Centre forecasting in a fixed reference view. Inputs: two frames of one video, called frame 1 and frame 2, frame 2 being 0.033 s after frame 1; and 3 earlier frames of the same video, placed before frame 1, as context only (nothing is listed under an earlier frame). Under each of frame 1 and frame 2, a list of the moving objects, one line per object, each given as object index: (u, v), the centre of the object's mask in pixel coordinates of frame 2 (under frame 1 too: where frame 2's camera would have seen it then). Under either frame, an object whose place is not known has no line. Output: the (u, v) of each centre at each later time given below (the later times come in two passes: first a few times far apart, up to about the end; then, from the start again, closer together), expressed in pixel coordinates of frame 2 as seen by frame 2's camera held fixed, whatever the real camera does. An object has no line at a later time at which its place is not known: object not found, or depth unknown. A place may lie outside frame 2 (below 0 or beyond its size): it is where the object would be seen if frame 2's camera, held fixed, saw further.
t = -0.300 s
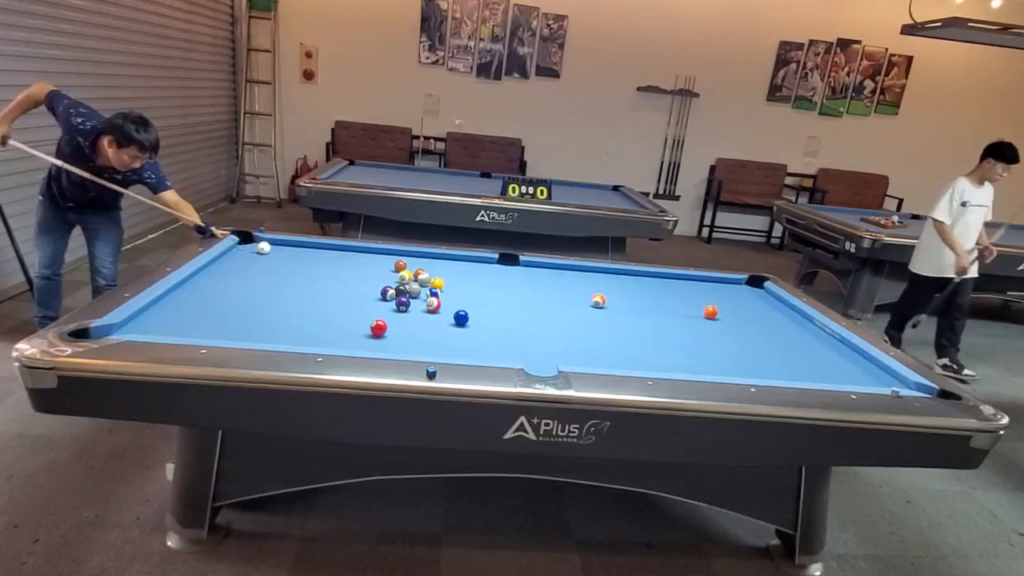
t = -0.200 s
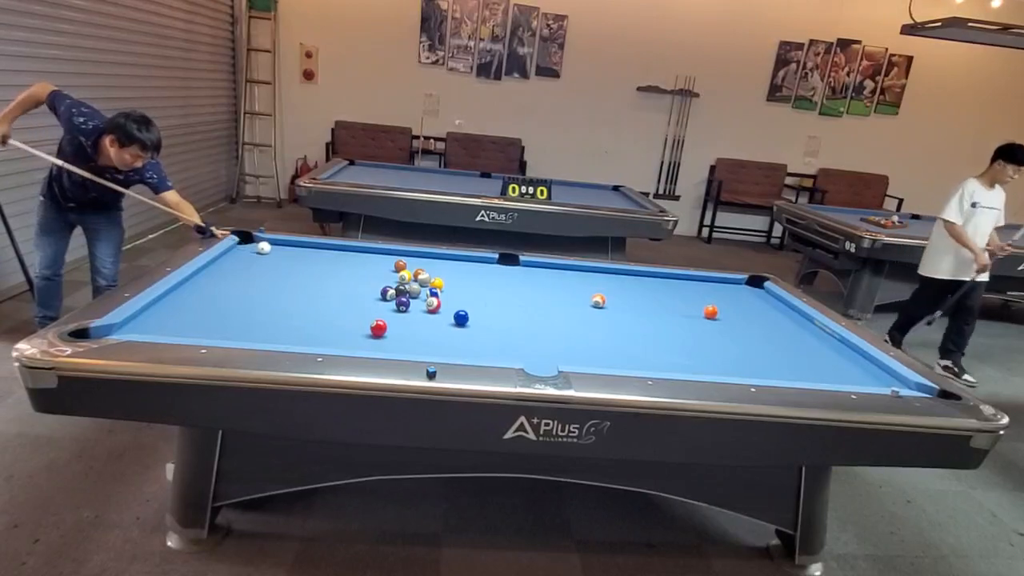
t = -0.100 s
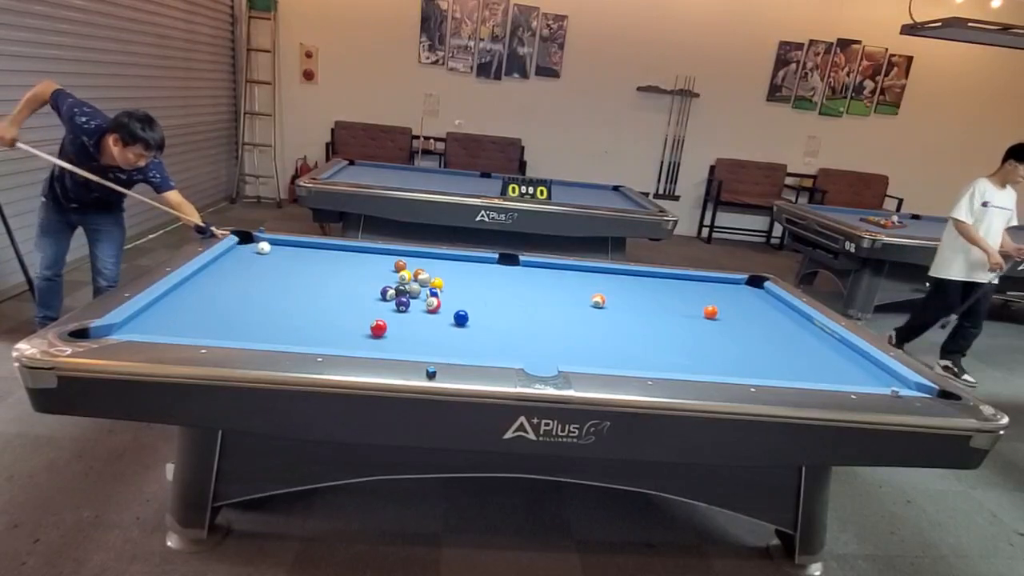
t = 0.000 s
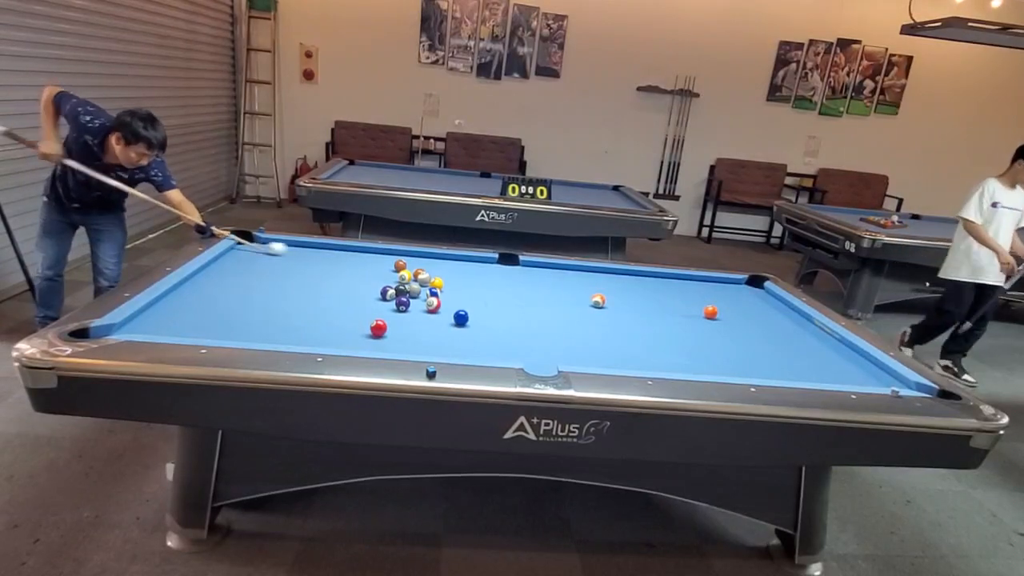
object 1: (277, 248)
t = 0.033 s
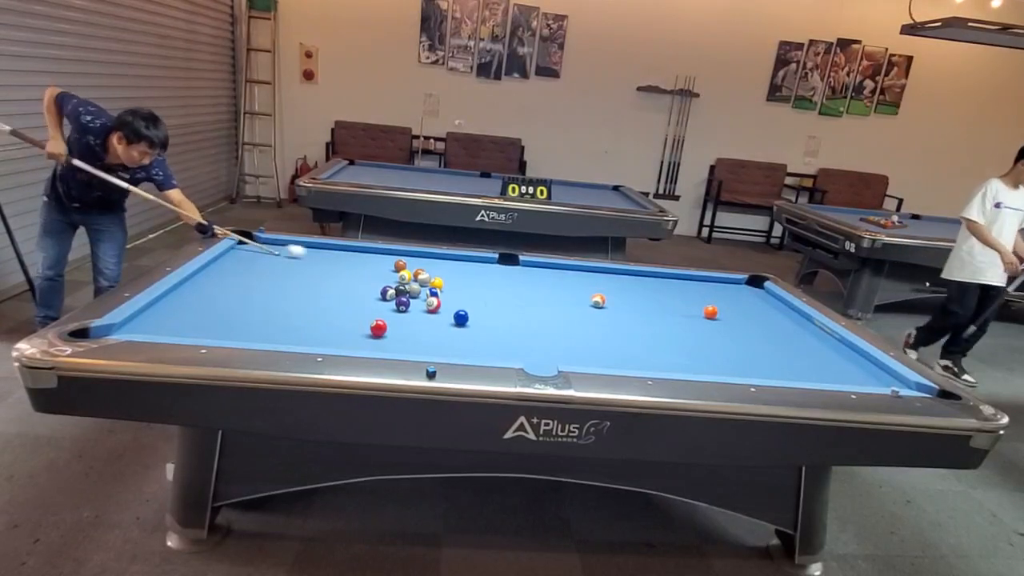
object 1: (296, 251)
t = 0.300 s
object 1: (390, 271)
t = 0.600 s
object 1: (379, 281)
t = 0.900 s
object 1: (361, 292)
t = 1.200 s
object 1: (342, 303)
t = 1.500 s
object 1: (322, 314)
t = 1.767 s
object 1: (304, 325)
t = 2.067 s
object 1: (282, 336)
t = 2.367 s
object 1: (271, 336)
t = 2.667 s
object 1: (269, 333)
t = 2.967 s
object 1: (269, 326)
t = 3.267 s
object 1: (270, 322)
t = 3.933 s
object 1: (270, 315)
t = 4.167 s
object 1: (269, 314)
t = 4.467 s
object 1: (269, 312)
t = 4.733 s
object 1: (268, 312)
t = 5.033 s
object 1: (268, 312)
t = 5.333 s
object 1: (268, 312)
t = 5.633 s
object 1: (268, 312)
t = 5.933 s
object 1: (268, 312)
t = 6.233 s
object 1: (268, 312)
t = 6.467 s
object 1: (268, 312)
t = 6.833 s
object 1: (269, 312)
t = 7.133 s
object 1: (269, 312)
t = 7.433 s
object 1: (269, 312)
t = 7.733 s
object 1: (268, 312)
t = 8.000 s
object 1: (268, 312)
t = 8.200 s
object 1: (270, 310)
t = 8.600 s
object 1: (268, 312)
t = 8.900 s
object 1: (269, 312)
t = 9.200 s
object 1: (269, 312)
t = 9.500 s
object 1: (268, 312)
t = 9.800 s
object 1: (268, 312)
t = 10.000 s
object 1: (268, 312)
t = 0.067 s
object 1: (314, 254)
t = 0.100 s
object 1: (332, 257)
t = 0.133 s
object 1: (349, 260)
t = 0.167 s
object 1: (366, 262)
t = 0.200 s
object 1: (382, 265)
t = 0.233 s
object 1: (388, 267)
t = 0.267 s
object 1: (389, 269)
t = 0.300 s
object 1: (390, 271)
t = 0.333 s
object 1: (390, 272)
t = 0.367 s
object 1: (390, 274)
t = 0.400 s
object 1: (389, 275)
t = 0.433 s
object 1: (388, 276)
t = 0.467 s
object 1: (386, 277)
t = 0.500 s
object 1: (384, 278)
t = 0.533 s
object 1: (382, 279)
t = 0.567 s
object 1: (380, 280)
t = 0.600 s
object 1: (379, 281)
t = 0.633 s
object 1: (376, 283)
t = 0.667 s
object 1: (375, 284)
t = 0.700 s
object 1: (373, 285)
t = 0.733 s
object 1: (371, 286)
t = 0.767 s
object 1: (369, 287)
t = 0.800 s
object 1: (367, 288)
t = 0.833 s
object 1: (365, 289)
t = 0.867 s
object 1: (363, 291)
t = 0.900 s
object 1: (361, 292)
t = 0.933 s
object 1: (359, 293)
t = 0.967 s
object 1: (357, 294)
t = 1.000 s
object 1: (355, 295)
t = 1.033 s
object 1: (353, 297)
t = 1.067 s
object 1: (350, 298)
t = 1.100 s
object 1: (349, 299)
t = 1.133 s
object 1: (347, 300)
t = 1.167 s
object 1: (344, 301)
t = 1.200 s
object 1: (342, 303)
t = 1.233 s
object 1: (340, 304)
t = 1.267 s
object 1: (338, 305)
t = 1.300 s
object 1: (335, 306)
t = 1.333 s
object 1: (333, 308)
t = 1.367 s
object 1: (331, 309)
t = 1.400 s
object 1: (329, 310)
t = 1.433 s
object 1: (327, 311)
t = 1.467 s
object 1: (324, 313)
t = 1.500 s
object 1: (322, 314)
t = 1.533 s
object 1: (320, 315)
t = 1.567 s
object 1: (318, 316)
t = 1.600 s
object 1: (316, 318)
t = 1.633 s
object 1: (313, 319)
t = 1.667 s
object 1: (311, 320)
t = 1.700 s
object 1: (309, 322)
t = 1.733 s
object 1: (307, 323)
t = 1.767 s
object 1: (304, 325)
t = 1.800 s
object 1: (302, 326)
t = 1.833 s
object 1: (299, 328)
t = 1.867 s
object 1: (297, 329)
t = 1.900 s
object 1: (294, 331)
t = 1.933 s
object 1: (292, 332)
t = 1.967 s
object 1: (289, 333)
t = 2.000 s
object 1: (287, 335)
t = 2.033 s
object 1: (285, 336)
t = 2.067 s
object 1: (282, 336)
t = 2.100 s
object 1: (280, 337)
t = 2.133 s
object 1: (277, 338)
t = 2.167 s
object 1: (275, 339)
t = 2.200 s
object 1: (273, 339)
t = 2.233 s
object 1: (272, 339)
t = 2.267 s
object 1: (272, 338)
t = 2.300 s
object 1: (271, 338)
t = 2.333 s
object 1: (271, 337)
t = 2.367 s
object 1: (271, 336)
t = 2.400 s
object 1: (271, 336)
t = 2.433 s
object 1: (270, 336)
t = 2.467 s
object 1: (270, 335)
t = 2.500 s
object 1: (270, 335)
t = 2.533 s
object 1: (270, 334)
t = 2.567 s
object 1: (269, 334)
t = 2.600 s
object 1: (269, 334)
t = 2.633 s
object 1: (269, 333)
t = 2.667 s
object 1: (269, 333)
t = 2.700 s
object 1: (269, 332)
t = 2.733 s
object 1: (270, 331)
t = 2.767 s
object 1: (269, 330)
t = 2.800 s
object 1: (269, 329)
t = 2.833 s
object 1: (269, 328)
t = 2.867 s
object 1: (269, 328)
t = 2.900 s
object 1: (268, 327)
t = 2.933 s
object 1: (269, 327)
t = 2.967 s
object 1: (269, 326)
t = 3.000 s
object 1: (269, 326)
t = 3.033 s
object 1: (269, 325)
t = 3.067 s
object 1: (269, 325)
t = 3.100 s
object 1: (269, 324)
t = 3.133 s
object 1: (269, 324)
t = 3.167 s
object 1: (269, 323)
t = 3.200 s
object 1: (269, 323)
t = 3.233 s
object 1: (270, 322)
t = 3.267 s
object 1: (270, 322)
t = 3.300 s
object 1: (269, 322)
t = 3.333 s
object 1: (269, 321)
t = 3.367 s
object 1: (269, 320)
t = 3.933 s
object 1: (270, 315)
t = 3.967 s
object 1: (269, 315)
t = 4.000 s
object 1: (269, 315)
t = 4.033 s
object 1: (269, 315)
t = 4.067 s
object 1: (269, 315)
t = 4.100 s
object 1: (269, 314)
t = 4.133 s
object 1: (269, 314)
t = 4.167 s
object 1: (269, 314)
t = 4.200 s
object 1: (269, 314)
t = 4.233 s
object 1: (269, 314)
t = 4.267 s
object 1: (269, 313)
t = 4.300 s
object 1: (269, 313)
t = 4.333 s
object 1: (269, 313)
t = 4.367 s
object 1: (269, 313)
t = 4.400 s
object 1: (269, 313)
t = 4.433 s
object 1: (269, 312)
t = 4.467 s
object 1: (269, 312)
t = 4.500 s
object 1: (269, 312)
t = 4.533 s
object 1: (269, 312)
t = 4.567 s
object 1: (268, 312)
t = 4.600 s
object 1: (268, 312)
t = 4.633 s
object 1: (268, 312)
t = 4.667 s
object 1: (269, 312)
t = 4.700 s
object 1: (269, 312)
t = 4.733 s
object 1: (268, 312)
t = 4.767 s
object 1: (268, 312)
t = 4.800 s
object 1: (268, 312)
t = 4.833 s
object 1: (268, 312)
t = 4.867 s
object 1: (268, 312)
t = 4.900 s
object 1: (268, 312)
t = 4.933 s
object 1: (268, 312)
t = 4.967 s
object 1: (268, 312)
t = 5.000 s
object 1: (268, 312)
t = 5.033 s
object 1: (268, 312)
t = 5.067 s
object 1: (268, 312)
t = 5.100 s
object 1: (268, 312)
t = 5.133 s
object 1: (268, 312)
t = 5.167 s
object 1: (268, 312)
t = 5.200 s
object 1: (268, 312)
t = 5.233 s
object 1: (268, 312)
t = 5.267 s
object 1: (268, 312)
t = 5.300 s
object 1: (268, 312)
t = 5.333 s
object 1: (268, 312)
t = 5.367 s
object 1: (268, 312)
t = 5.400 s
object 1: (268, 312)
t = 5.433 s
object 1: (268, 312)
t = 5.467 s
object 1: (268, 312)
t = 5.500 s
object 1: (268, 312)
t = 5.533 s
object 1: (268, 312)
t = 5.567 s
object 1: (268, 312)
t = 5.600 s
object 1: (268, 312)
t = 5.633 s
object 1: (268, 312)
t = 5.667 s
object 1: (268, 312)
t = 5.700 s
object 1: (268, 312)
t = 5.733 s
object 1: (268, 312)
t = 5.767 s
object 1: (268, 312)
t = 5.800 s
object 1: (268, 312)
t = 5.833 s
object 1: (268, 312)
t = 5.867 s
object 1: (268, 312)
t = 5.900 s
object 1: (268, 312)
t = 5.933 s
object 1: (268, 312)
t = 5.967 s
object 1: (268, 312)
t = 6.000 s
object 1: (268, 312)
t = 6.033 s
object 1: (268, 312)
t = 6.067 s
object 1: (268, 312)
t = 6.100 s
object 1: (268, 312)
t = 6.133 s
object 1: (269, 312)
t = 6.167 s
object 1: (268, 312)
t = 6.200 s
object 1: (268, 312)
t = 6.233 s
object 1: (268, 312)
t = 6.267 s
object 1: (268, 312)
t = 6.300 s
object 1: (268, 312)
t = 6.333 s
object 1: (268, 312)
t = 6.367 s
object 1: (268, 312)
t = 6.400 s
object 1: (268, 312)
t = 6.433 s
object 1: (268, 312)
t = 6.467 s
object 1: (268, 312)
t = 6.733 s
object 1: (269, 312)
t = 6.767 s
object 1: (268, 312)
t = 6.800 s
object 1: (268, 312)
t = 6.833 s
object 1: (269, 312)
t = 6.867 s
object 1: (269, 312)
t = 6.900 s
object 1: (269, 312)
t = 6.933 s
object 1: (269, 312)
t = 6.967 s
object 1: (269, 312)
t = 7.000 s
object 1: (269, 312)
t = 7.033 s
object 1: (269, 312)
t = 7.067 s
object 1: (269, 312)
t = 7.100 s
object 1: (268, 312)
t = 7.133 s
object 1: (269, 312)
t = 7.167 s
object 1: (269, 312)
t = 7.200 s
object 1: (269, 312)
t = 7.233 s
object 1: (268, 312)
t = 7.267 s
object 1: (268, 312)
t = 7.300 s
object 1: (268, 312)
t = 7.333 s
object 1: (269, 312)
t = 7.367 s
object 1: (269, 312)
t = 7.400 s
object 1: (269, 312)
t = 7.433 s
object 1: (269, 312)
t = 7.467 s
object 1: (268, 312)
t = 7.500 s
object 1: (268, 312)
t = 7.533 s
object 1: (268, 312)
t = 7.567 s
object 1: (268, 312)
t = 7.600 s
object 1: (268, 312)
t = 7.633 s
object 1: (268, 312)
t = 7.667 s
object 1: (268, 312)
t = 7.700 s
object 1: (268, 312)
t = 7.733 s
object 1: (268, 312)
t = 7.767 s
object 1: (268, 312)
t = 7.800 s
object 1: (268, 312)
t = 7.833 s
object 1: (268, 312)
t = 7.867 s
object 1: (268, 312)
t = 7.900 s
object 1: (268, 312)
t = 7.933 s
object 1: (268, 312)
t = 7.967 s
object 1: (268, 312)
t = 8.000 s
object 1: (268, 312)
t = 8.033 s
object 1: (268, 312)
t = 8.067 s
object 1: (268, 312)
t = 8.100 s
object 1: (268, 312)
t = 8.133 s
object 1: (268, 312)
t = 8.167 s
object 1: (268, 312)
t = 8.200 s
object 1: (270, 310)
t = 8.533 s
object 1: (268, 312)
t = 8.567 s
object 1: (268, 312)
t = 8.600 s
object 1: (268, 312)
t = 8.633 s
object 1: (268, 312)
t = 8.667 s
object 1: (268, 312)
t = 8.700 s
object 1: (269, 312)
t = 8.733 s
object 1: (269, 312)
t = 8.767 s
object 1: (267, 314)
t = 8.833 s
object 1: (273, 308)
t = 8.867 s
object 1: (269, 312)
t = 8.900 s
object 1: (269, 312)
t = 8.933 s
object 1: (269, 312)
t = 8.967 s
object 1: (269, 312)
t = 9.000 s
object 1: (269, 312)
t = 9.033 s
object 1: (269, 312)
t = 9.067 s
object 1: (269, 312)
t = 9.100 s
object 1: (269, 312)
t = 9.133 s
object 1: (269, 312)
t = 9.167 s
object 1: (268, 312)
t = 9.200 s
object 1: (269, 312)
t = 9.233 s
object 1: (269, 312)
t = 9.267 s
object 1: (268, 312)
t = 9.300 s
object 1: (269, 312)
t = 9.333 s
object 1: (269, 312)
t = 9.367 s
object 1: (268, 312)
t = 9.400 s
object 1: (269, 312)
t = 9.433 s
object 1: (268, 312)
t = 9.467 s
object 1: (268, 312)
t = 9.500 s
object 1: (268, 312)
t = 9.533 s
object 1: (268, 312)
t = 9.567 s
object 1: (268, 312)
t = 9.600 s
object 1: (268, 312)
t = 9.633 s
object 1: (268, 312)
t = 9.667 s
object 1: (268, 312)
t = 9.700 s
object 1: (268, 312)
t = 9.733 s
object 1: (268, 312)
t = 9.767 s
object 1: (268, 312)
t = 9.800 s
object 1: (268, 312)
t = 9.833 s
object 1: (268, 312)
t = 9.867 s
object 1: (268, 312)
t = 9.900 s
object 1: (268, 312)
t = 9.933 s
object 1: (268, 312)
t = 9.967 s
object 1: (268, 312)
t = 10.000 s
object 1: (268, 312)
